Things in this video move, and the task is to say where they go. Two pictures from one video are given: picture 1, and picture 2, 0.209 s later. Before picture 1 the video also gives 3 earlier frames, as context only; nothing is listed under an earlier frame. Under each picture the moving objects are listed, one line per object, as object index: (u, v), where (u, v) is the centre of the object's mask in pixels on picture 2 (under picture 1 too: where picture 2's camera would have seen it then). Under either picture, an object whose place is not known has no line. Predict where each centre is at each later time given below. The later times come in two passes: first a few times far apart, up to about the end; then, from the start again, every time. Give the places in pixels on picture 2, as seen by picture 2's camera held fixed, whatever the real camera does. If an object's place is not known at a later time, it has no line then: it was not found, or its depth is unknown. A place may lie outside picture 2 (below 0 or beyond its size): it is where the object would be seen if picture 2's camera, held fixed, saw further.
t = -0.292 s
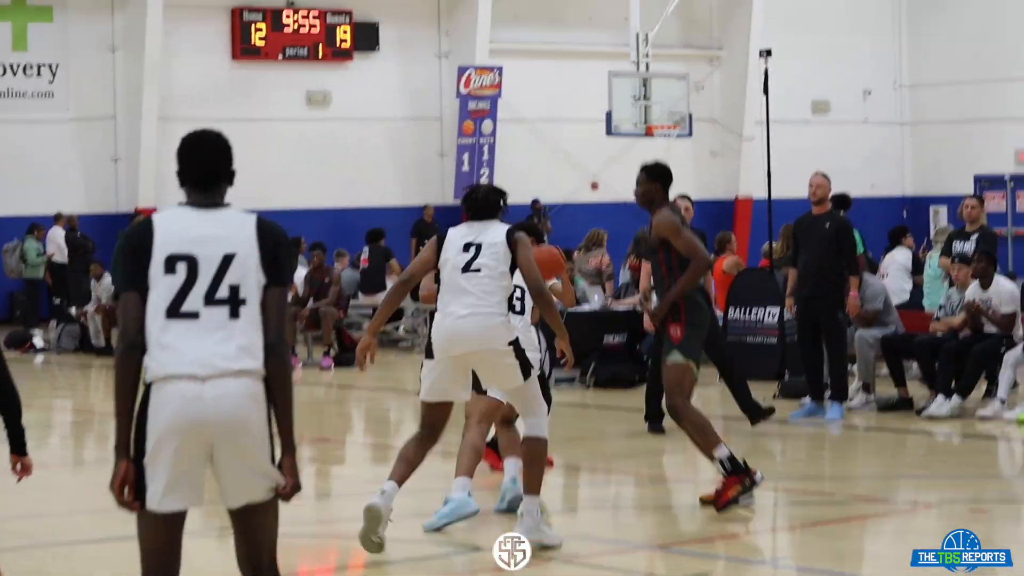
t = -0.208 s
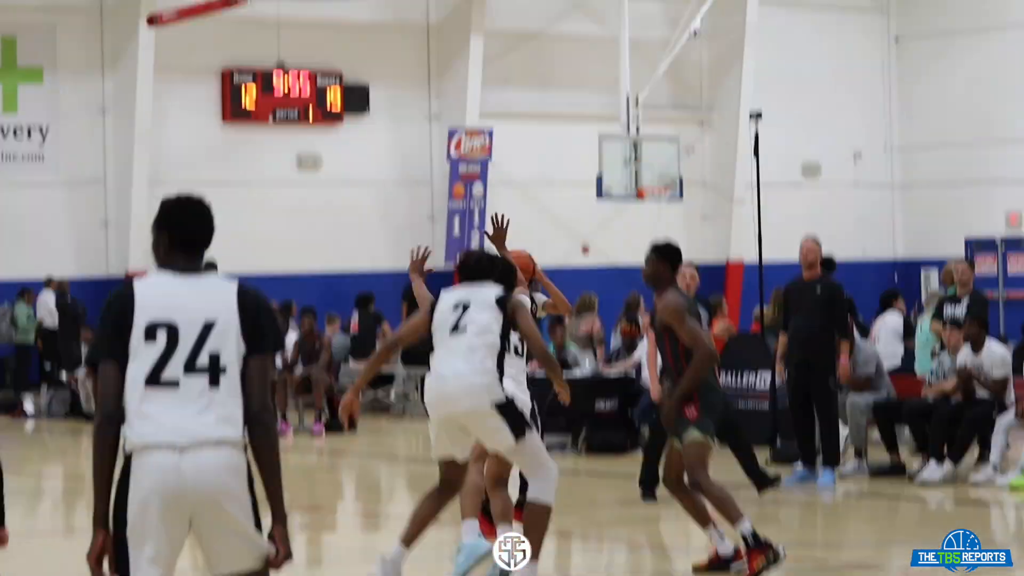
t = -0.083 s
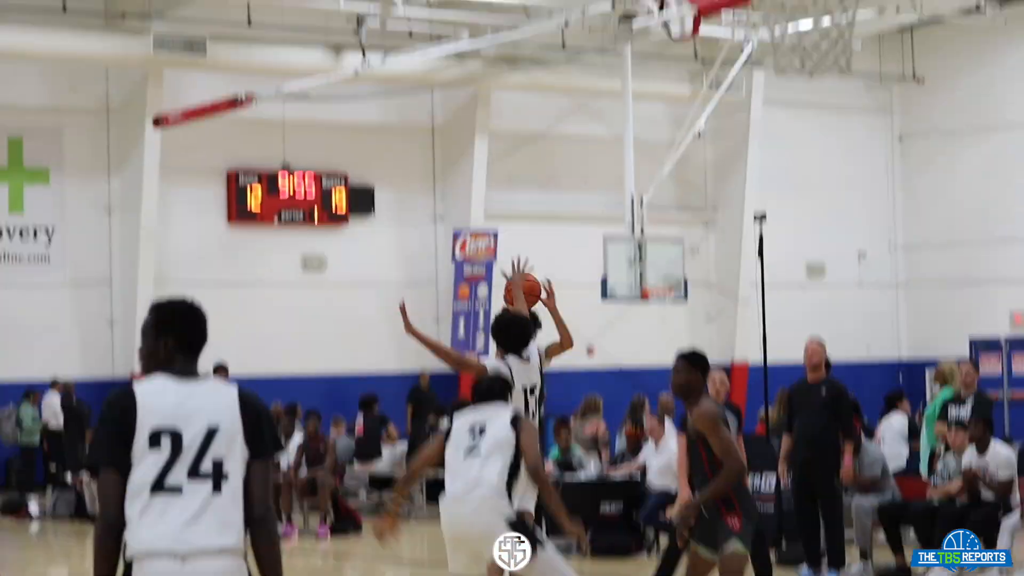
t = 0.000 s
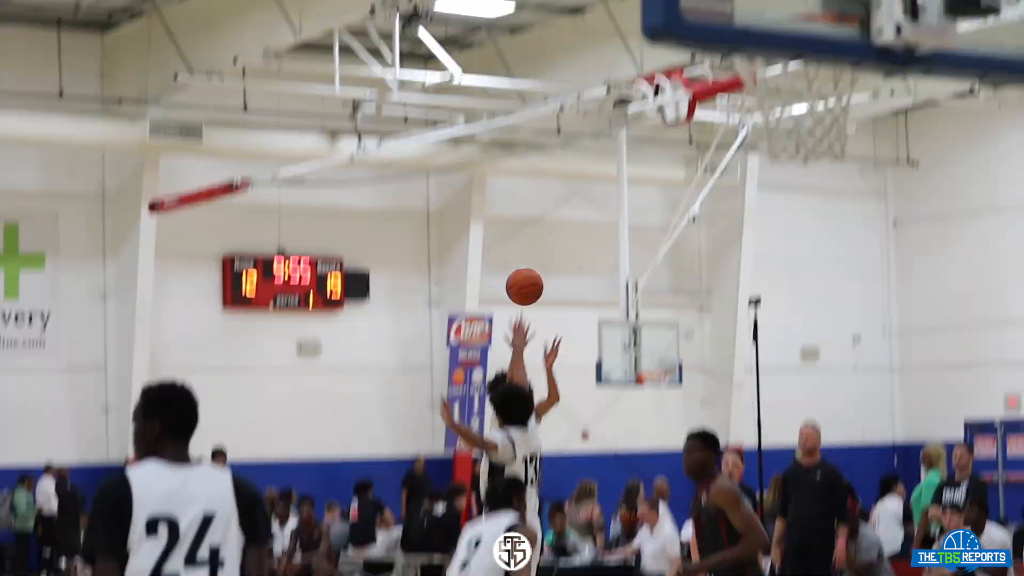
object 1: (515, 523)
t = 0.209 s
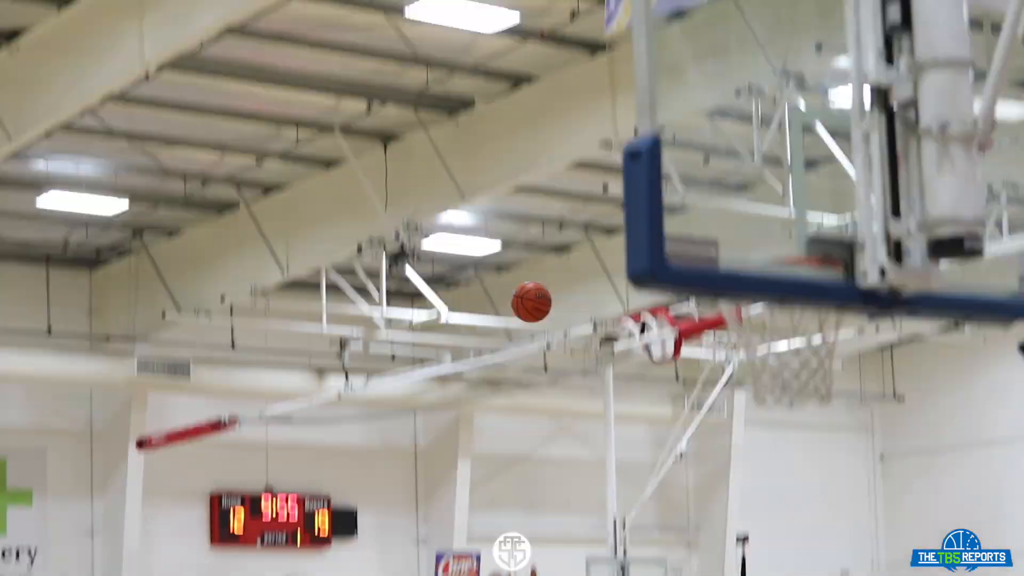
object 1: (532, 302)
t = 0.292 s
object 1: (540, 230)
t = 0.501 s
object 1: (561, 89)
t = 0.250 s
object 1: (535, 273)
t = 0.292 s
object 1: (540, 230)
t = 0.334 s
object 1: (543, 204)
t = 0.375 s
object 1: (548, 165)
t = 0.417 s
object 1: (552, 142)
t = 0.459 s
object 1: (557, 109)
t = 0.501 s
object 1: (561, 89)
